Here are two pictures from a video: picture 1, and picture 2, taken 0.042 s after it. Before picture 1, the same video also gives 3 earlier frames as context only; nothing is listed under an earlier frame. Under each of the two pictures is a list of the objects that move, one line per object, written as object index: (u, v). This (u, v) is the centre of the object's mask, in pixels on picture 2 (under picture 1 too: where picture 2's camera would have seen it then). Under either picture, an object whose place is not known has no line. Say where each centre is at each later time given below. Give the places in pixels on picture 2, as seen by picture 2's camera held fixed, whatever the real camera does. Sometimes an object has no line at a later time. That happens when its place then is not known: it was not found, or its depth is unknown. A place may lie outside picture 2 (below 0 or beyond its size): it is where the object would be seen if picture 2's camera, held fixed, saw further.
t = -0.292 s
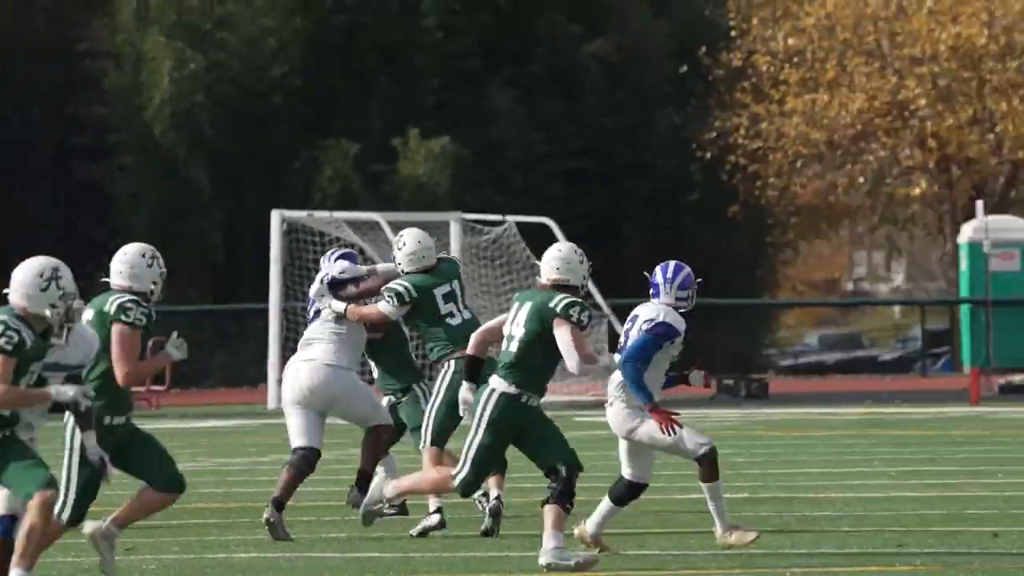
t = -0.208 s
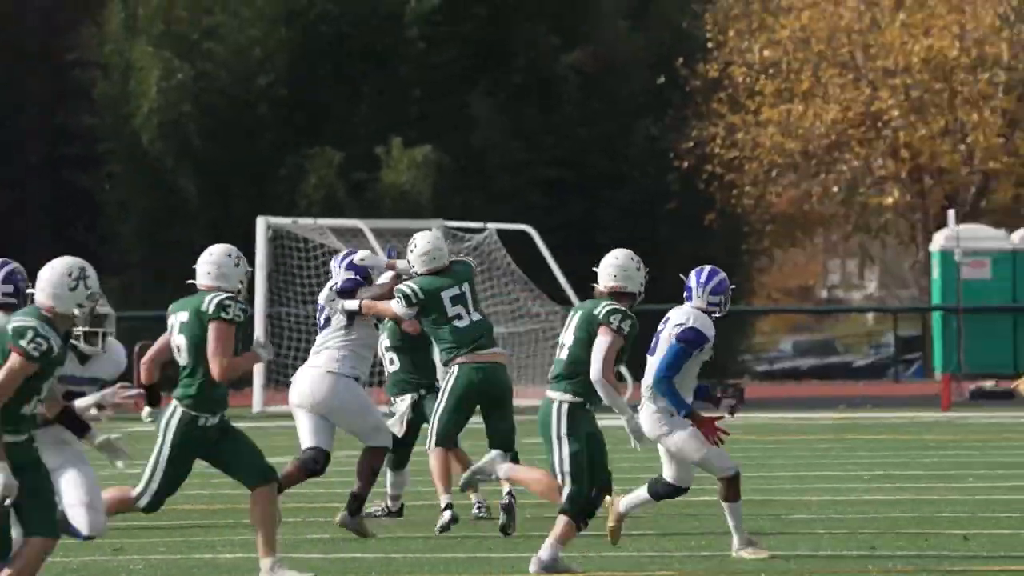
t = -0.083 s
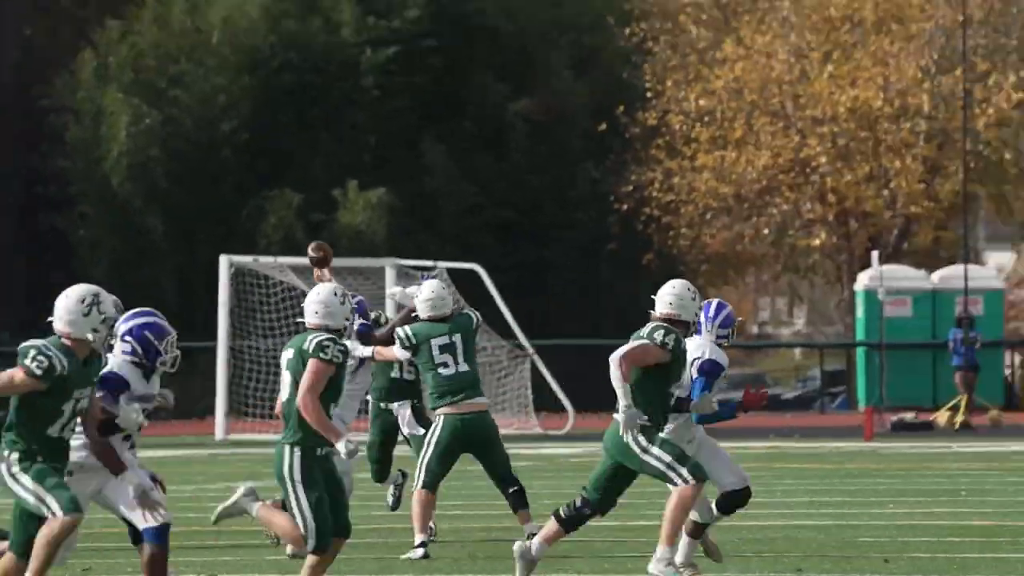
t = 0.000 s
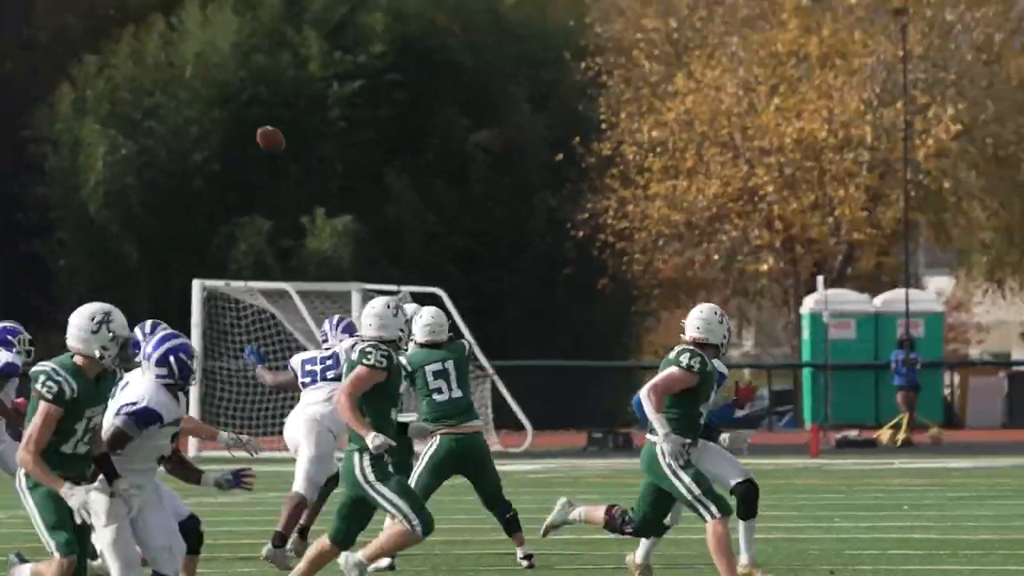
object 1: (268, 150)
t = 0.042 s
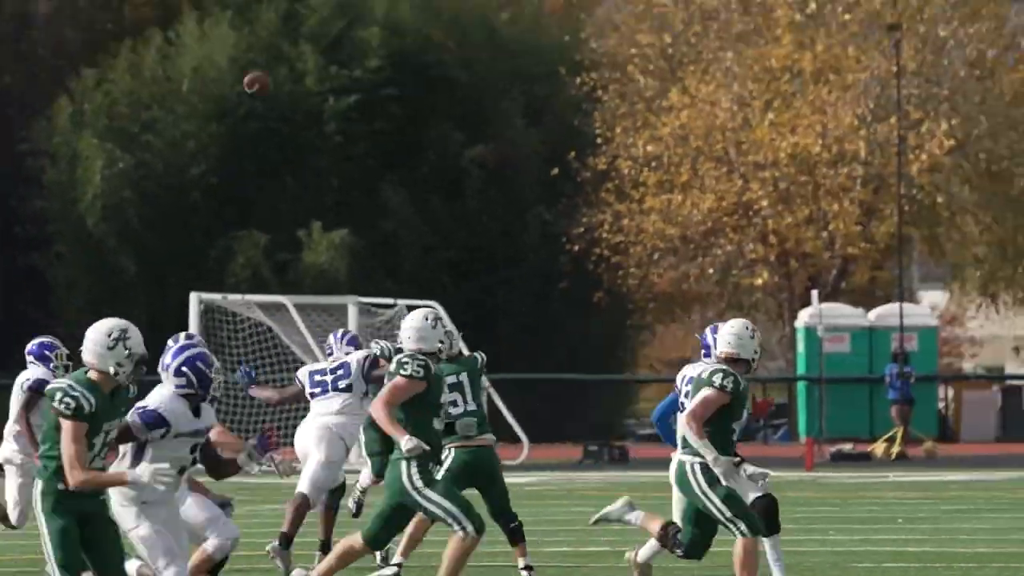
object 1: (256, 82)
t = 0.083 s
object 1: (243, 14)
